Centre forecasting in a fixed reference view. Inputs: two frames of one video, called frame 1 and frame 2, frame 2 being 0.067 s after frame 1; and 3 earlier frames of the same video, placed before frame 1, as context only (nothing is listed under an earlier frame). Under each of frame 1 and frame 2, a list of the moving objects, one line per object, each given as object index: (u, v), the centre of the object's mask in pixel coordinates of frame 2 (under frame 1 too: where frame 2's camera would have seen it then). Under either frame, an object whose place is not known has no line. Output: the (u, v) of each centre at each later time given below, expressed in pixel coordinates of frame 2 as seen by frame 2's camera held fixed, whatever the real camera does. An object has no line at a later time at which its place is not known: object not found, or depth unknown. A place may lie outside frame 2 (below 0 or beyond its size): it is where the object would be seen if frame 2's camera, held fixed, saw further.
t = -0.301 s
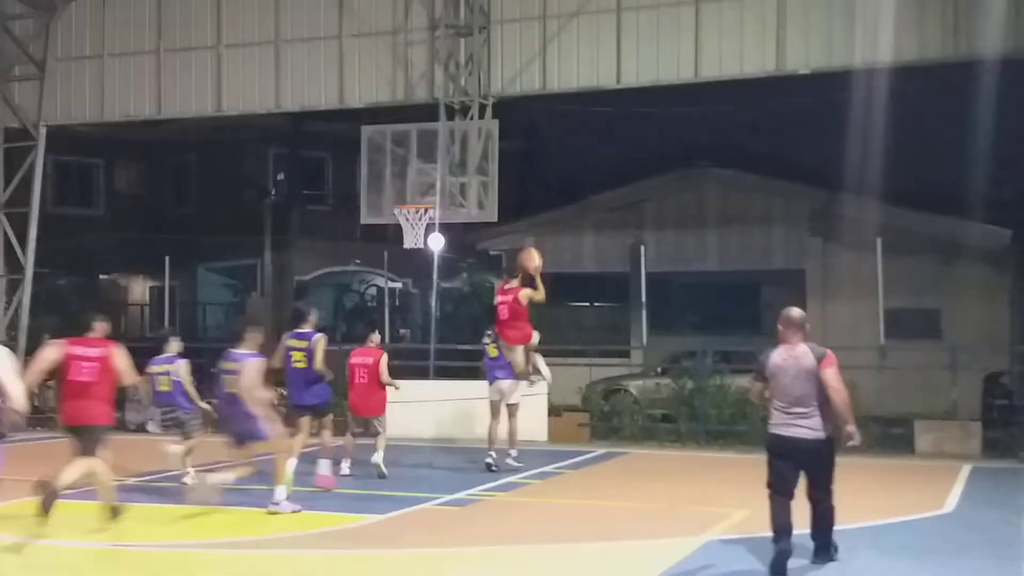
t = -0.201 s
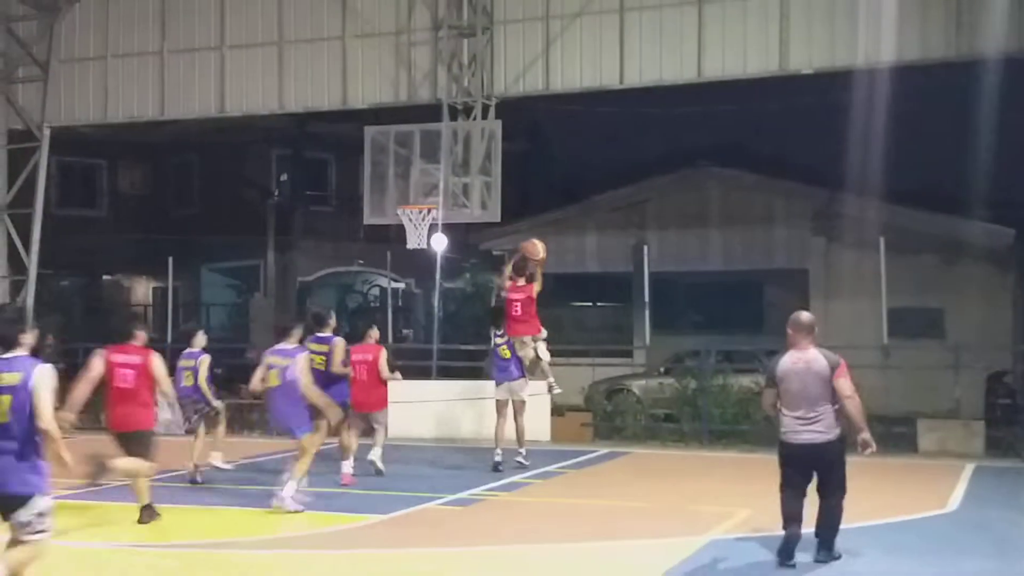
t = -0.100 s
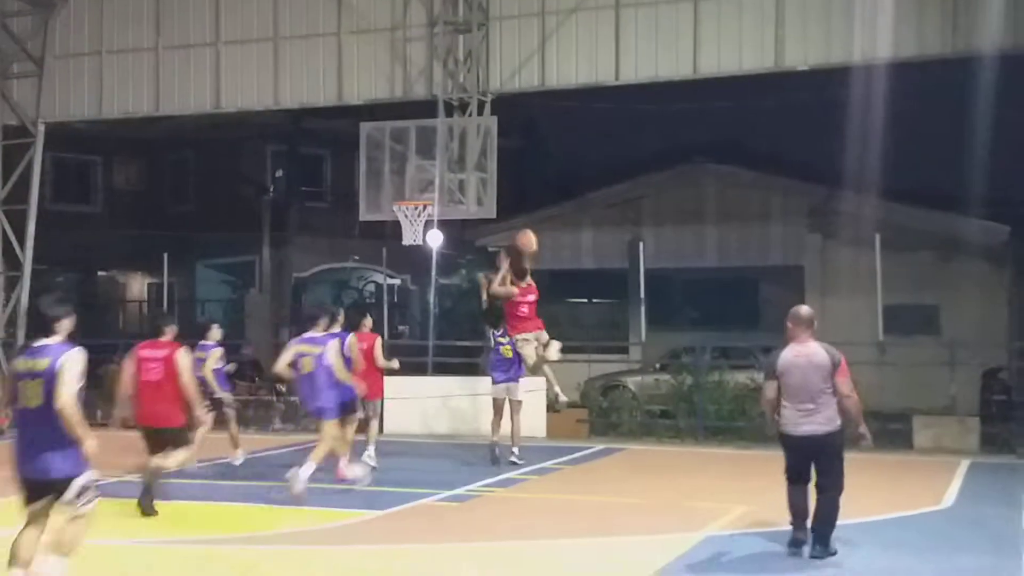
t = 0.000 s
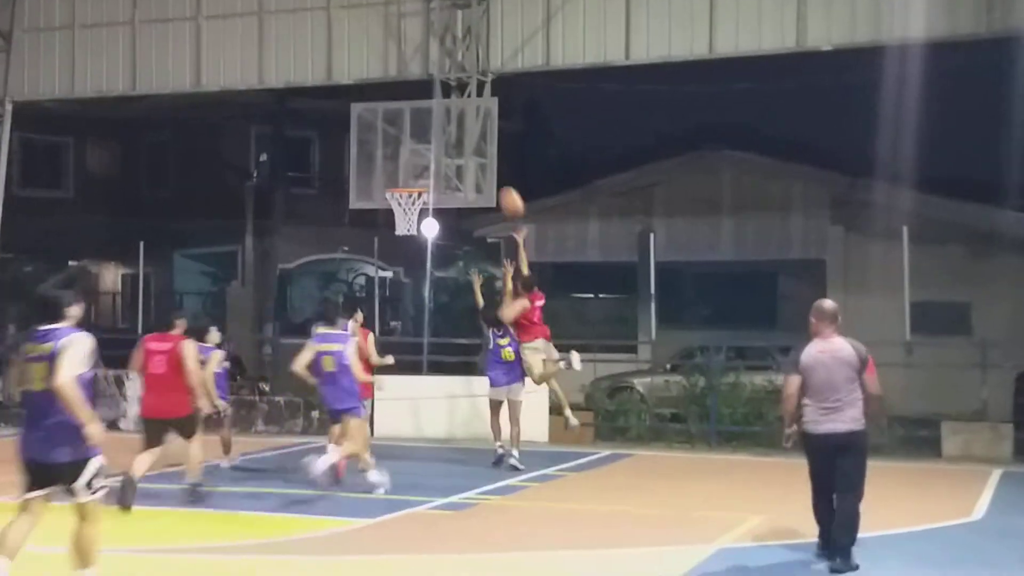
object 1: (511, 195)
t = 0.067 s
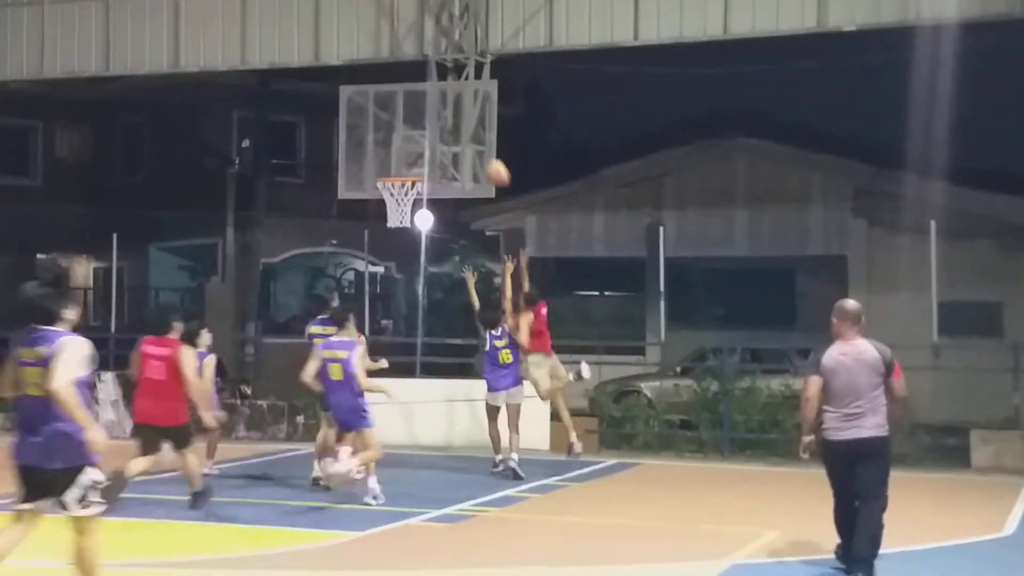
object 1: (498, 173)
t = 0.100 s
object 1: (490, 165)
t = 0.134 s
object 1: (481, 158)
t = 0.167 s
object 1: (474, 152)
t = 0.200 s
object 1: (468, 149)
